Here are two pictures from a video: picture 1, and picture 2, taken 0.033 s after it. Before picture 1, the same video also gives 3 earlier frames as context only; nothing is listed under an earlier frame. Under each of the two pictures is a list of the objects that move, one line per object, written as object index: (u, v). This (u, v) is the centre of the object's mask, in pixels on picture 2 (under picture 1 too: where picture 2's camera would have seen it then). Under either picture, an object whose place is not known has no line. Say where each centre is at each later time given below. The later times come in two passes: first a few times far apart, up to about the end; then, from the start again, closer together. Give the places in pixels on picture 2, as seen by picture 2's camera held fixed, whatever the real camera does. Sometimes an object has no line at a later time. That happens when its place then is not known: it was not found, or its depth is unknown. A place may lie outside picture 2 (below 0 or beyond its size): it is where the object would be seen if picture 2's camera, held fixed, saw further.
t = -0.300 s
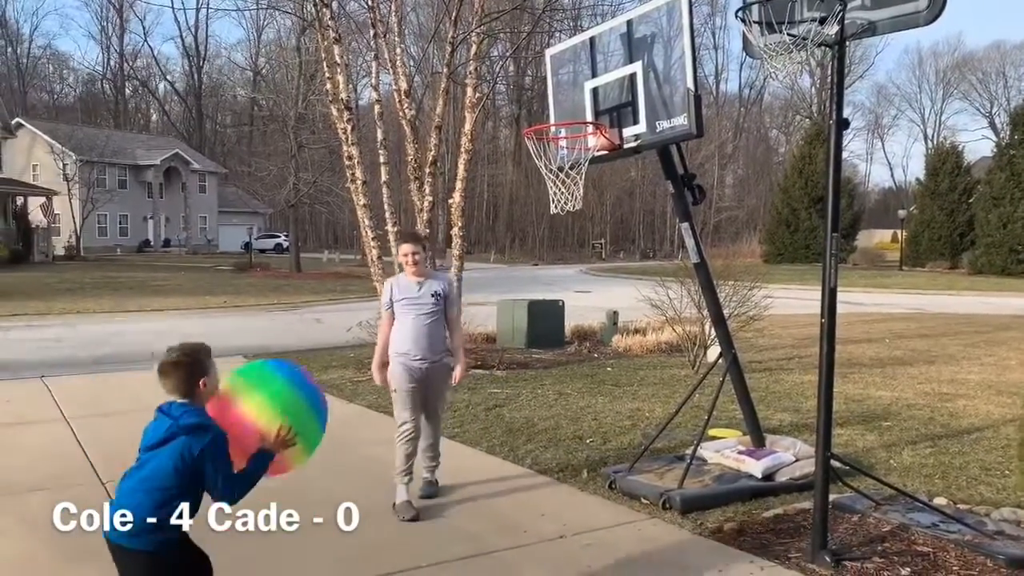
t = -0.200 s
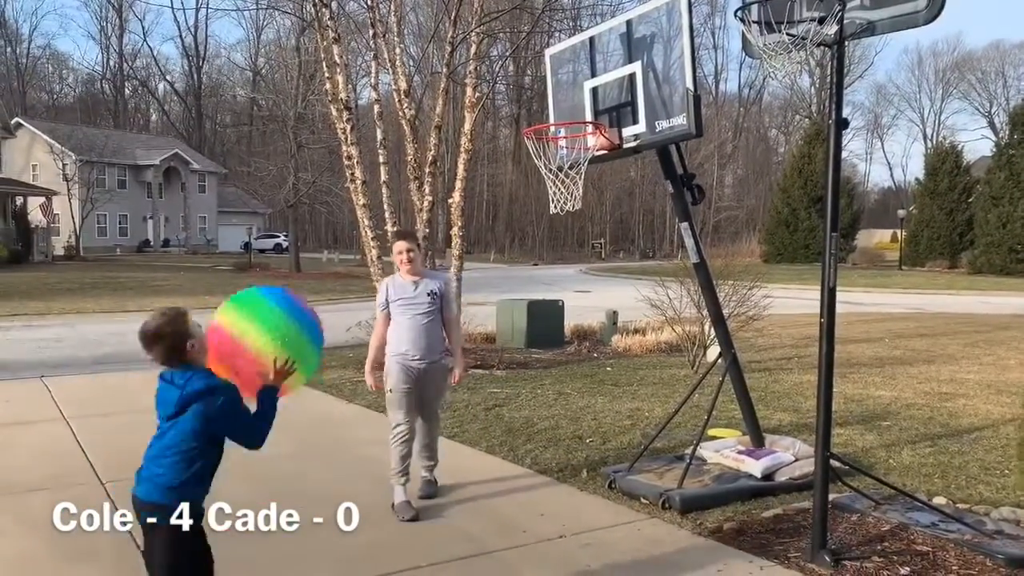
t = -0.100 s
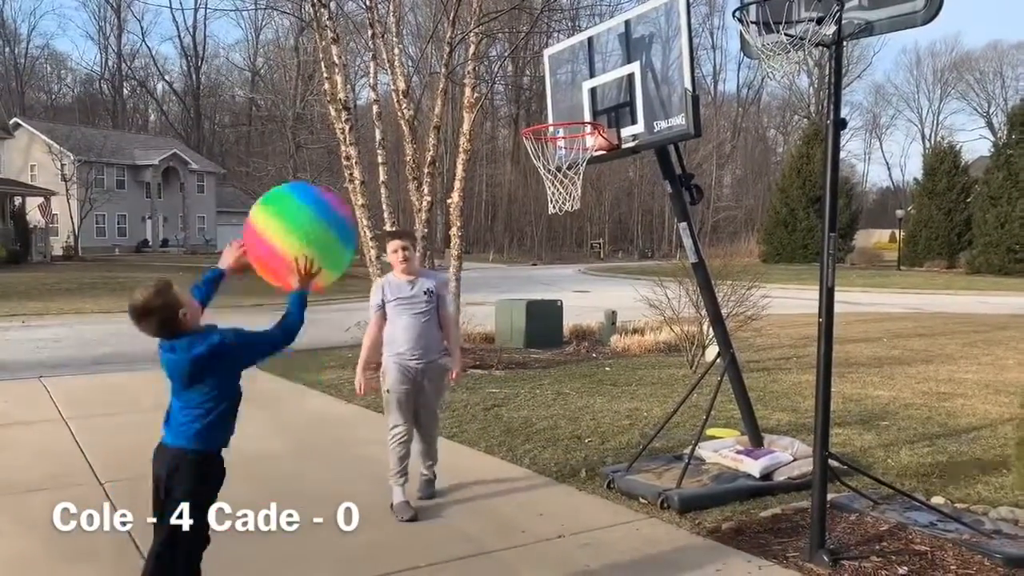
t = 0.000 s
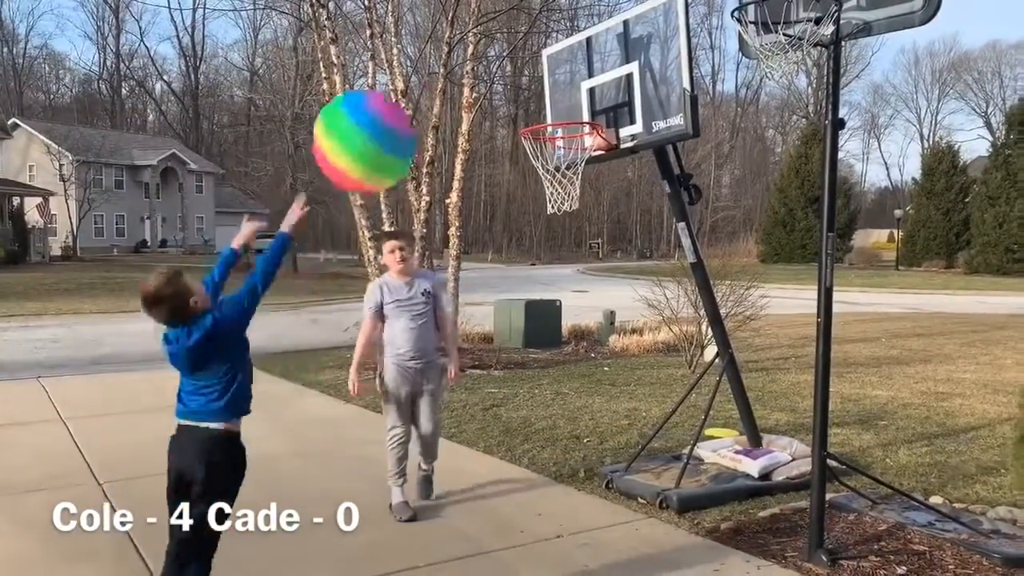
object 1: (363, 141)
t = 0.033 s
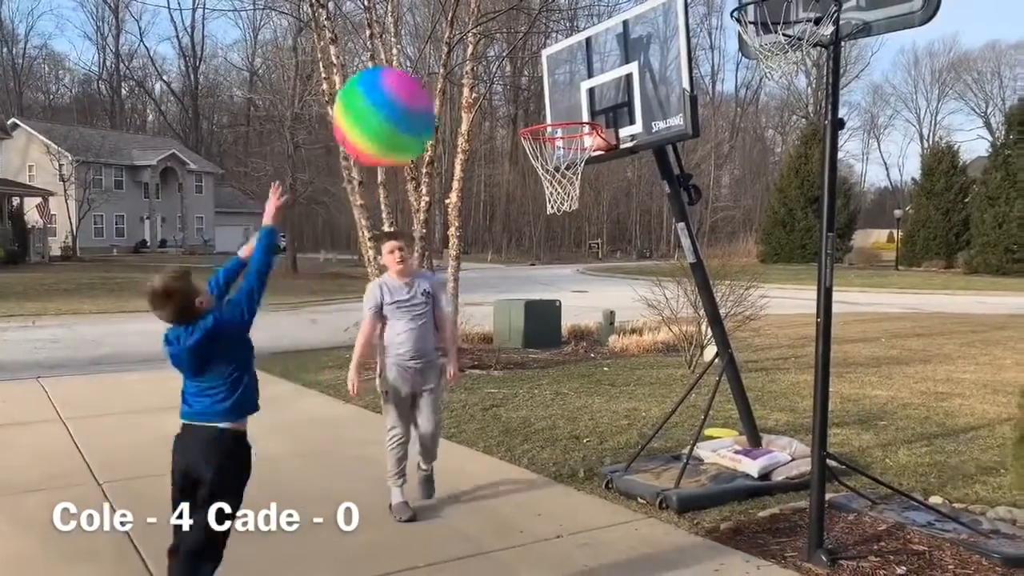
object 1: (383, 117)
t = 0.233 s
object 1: (483, 34)
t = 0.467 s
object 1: (568, 28)
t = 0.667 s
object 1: (550, 69)
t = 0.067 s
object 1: (402, 95)
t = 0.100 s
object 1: (420, 78)
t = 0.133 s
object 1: (437, 61)
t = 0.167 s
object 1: (454, 48)
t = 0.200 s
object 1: (469, 40)
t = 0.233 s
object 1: (483, 34)
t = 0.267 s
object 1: (497, 31)
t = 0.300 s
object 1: (510, 28)
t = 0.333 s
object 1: (523, 26)
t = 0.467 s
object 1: (568, 28)
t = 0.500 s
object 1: (580, 31)
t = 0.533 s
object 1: (590, 36)
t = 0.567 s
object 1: (593, 43)
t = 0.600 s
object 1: (580, 50)
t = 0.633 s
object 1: (565, 59)
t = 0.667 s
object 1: (550, 69)
